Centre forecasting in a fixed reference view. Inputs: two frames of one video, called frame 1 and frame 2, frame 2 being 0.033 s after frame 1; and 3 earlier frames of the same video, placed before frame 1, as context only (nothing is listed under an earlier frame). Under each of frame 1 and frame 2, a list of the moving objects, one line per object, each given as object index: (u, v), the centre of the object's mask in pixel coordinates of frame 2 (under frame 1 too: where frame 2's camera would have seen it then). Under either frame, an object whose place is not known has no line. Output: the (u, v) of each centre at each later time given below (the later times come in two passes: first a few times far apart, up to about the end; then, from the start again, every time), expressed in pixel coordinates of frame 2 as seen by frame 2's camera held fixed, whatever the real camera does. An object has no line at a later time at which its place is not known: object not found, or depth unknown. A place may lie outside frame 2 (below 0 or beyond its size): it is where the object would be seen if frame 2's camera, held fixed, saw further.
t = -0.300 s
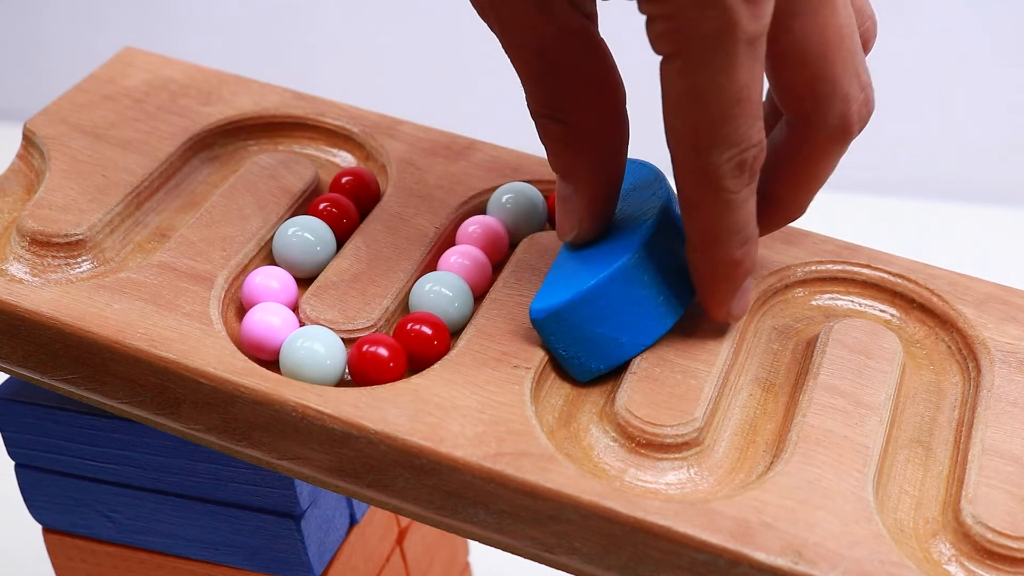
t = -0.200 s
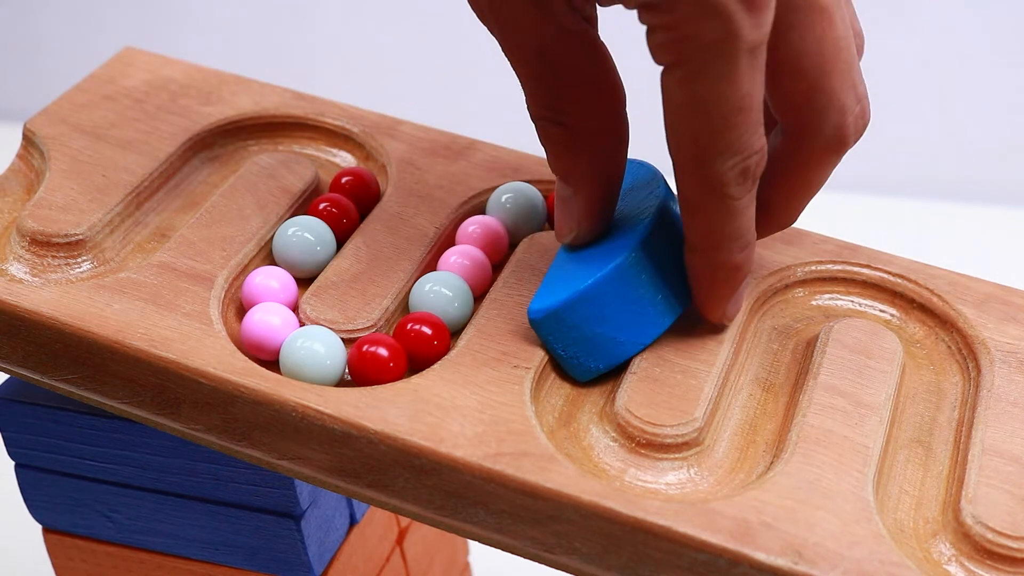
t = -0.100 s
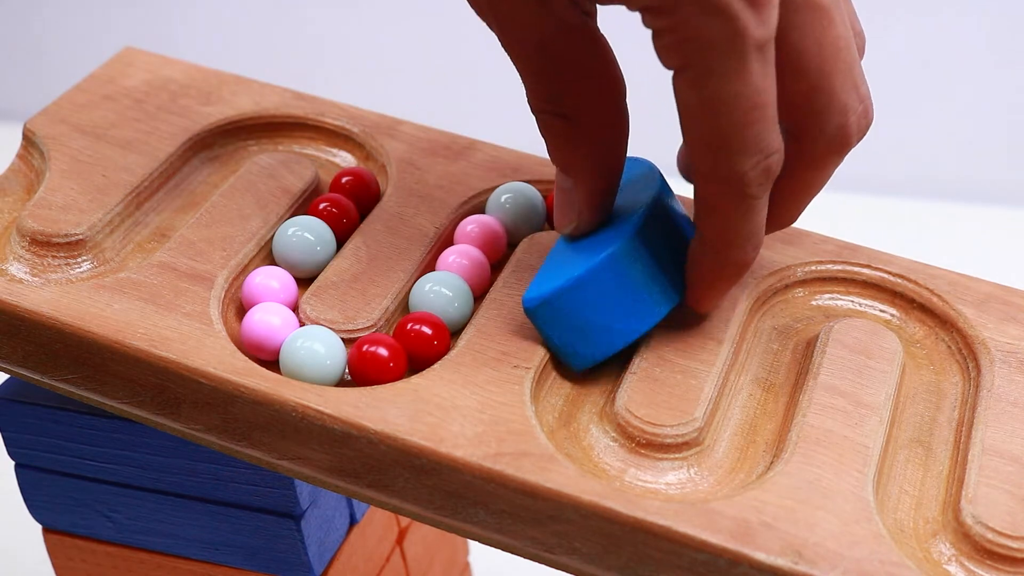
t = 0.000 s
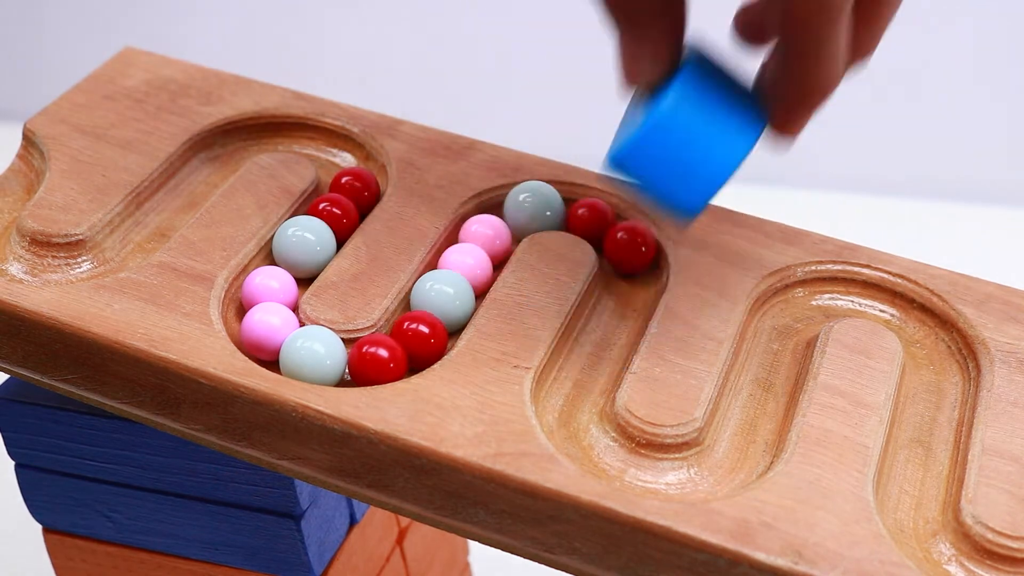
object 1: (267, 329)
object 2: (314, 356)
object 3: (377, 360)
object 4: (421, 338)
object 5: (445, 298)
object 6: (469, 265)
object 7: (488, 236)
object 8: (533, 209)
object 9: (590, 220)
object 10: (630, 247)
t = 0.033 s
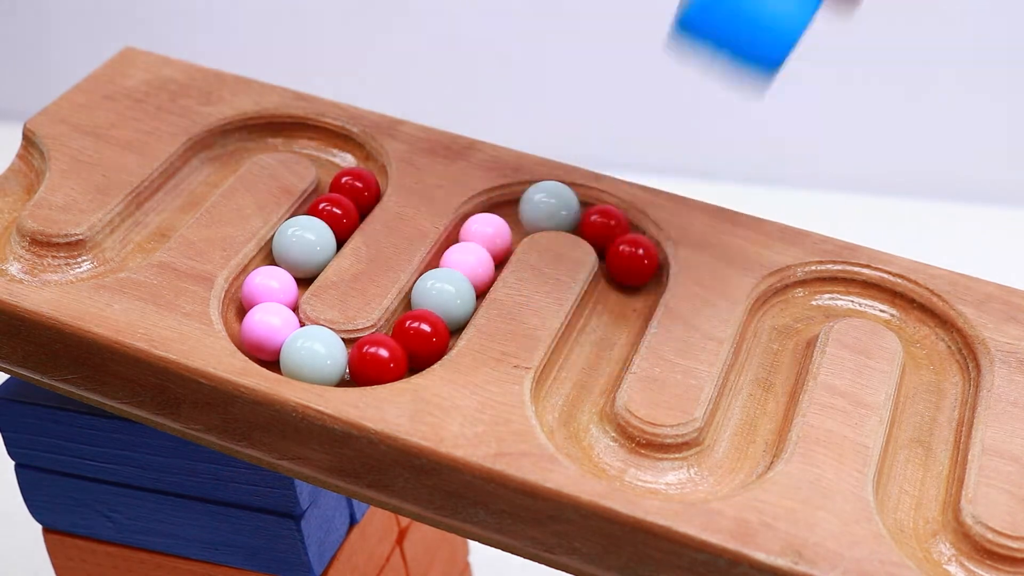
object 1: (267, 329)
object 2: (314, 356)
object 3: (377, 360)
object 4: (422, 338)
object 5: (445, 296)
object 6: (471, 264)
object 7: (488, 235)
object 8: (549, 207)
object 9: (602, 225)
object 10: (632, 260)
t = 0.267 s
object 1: (273, 336)
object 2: (325, 358)
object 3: (387, 358)
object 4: (428, 331)
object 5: (449, 290)
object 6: (474, 257)
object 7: (506, 223)
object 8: (622, 292)
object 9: (608, 336)
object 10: (583, 374)
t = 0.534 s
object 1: (273, 337)
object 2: (326, 358)
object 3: (388, 358)
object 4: (428, 330)
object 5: (450, 289)
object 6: (476, 254)
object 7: (637, 271)
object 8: (591, 435)
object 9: (692, 472)
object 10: (752, 431)
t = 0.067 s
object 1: (268, 330)
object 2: (315, 356)
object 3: (378, 360)
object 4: (423, 336)
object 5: (446, 295)
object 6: (472, 263)
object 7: (492, 234)
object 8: (571, 209)
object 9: (621, 233)
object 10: (637, 274)
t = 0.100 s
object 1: (269, 332)
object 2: (318, 357)
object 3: (381, 360)
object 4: (424, 335)
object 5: (447, 293)
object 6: (472, 261)
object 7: (490, 232)
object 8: (594, 215)
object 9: (634, 245)
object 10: (631, 286)
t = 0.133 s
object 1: (271, 333)
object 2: (321, 357)
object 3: (383, 359)
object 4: (426, 334)
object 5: (447, 292)
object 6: (474, 261)
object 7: (493, 230)
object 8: (613, 225)
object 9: (639, 264)
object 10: (619, 301)
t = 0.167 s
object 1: (271, 334)
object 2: (321, 357)
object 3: (384, 359)
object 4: (426, 333)
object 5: (448, 291)
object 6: (473, 260)
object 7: (496, 229)
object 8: (628, 239)
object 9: (634, 281)
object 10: (613, 318)
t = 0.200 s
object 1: (271, 335)
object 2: (323, 358)
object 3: (385, 359)
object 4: (426, 331)
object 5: (448, 291)
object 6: (473, 259)
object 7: (497, 227)
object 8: (638, 258)
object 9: (622, 296)
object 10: (607, 336)
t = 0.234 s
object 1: (272, 336)
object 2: (324, 358)
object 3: (386, 358)
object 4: (427, 331)
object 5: (448, 290)
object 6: (474, 258)
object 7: (500, 225)
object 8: (631, 276)
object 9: (615, 316)
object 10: (592, 354)
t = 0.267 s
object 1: (273, 336)
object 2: (325, 358)
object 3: (387, 358)
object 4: (428, 331)
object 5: (449, 290)
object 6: (474, 257)
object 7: (506, 223)
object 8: (622, 292)
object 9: (608, 336)
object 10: (583, 374)
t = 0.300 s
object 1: (273, 336)
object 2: (325, 358)
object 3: (387, 358)
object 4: (427, 330)
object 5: (449, 289)
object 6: (475, 256)
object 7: (513, 218)
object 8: (615, 309)
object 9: (595, 352)
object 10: (577, 395)
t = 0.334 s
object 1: (273, 337)
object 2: (325, 358)
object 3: (388, 358)
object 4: (428, 330)
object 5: (449, 289)
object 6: (475, 255)
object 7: (525, 213)
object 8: (606, 326)
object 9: (583, 370)
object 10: (572, 418)
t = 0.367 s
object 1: (273, 337)
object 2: (325, 358)
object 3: (388, 358)
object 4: (428, 330)
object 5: (449, 289)
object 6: (476, 255)
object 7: (543, 210)
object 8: (599, 343)
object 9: (575, 389)
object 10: (583, 437)
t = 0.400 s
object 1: (273, 337)
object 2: (325, 358)
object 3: (388, 358)
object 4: (428, 330)
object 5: (449, 289)
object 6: (476, 254)
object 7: (565, 210)
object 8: (589, 359)
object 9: (570, 416)
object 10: (612, 456)
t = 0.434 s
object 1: (273, 337)
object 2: (326, 358)
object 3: (388, 358)
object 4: (428, 330)
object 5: (450, 289)
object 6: (476, 254)
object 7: (589, 215)
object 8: (579, 376)
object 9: (580, 435)
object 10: (652, 470)
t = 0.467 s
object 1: (273, 337)
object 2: (326, 358)
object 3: (388, 358)
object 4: (428, 330)
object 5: (450, 289)
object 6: (477, 254)
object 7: (613, 229)
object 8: (573, 396)
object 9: (608, 454)
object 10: (696, 471)
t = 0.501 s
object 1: (273, 337)
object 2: (326, 358)
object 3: (388, 358)
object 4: (428, 330)
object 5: (449, 289)
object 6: (477, 254)
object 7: (632, 248)
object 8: (575, 415)
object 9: (646, 468)
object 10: (736, 457)
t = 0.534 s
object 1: (273, 337)
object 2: (326, 358)
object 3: (388, 358)
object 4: (428, 330)
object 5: (450, 289)
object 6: (476, 254)
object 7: (637, 271)
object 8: (591, 435)
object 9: (692, 472)
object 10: (752, 431)
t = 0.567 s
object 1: (273, 336)
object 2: (326, 358)
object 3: (388, 358)
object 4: (428, 330)
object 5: (449, 289)
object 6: (476, 255)
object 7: (627, 293)
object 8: (617, 452)
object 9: (732, 460)
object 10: (758, 401)
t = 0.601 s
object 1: (273, 337)
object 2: (326, 358)
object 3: (388, 358)
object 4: (428, 330)
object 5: (449, 289)
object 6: (476, 255)
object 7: (613, 315)
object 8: (655, 463)
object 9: (752, 434)
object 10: (768, 373)
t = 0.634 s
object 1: (273, 337)
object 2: (326, 358)
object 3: (388, 358)
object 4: (428, 330)
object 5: (449, 289)
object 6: (476, 255)
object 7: (601, 338)
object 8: (696, 465)
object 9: (758, 404)
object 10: (780, 347)
